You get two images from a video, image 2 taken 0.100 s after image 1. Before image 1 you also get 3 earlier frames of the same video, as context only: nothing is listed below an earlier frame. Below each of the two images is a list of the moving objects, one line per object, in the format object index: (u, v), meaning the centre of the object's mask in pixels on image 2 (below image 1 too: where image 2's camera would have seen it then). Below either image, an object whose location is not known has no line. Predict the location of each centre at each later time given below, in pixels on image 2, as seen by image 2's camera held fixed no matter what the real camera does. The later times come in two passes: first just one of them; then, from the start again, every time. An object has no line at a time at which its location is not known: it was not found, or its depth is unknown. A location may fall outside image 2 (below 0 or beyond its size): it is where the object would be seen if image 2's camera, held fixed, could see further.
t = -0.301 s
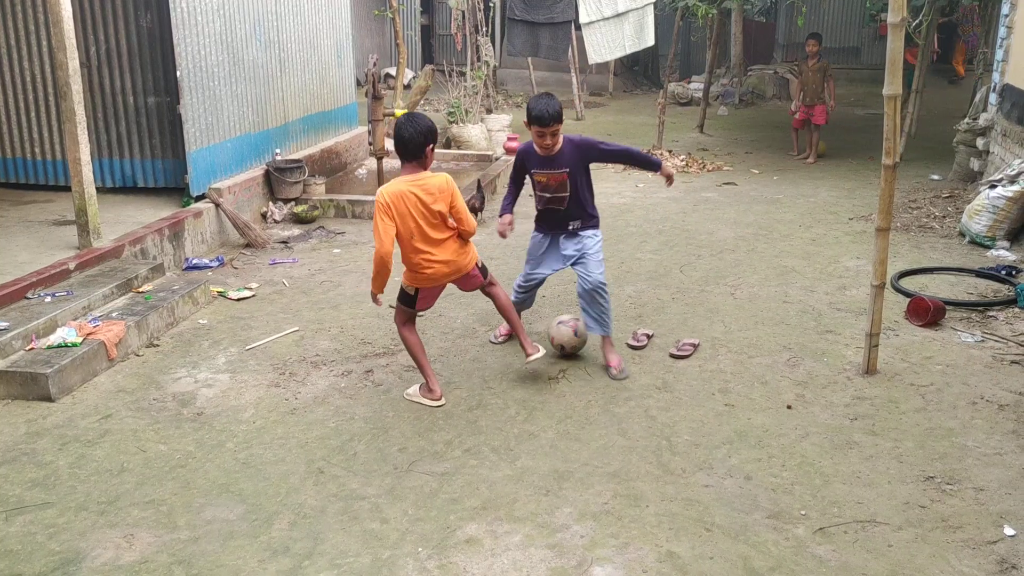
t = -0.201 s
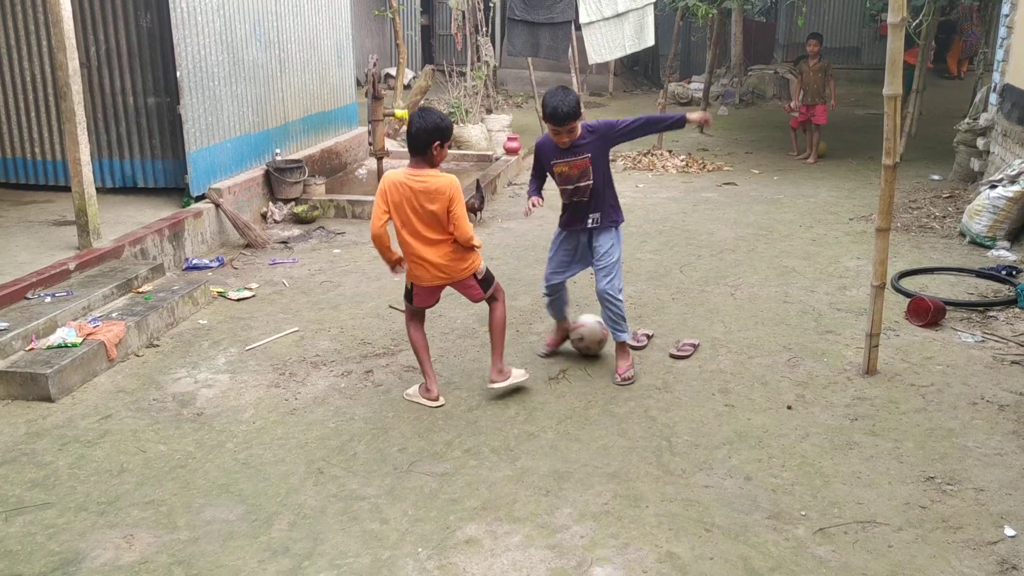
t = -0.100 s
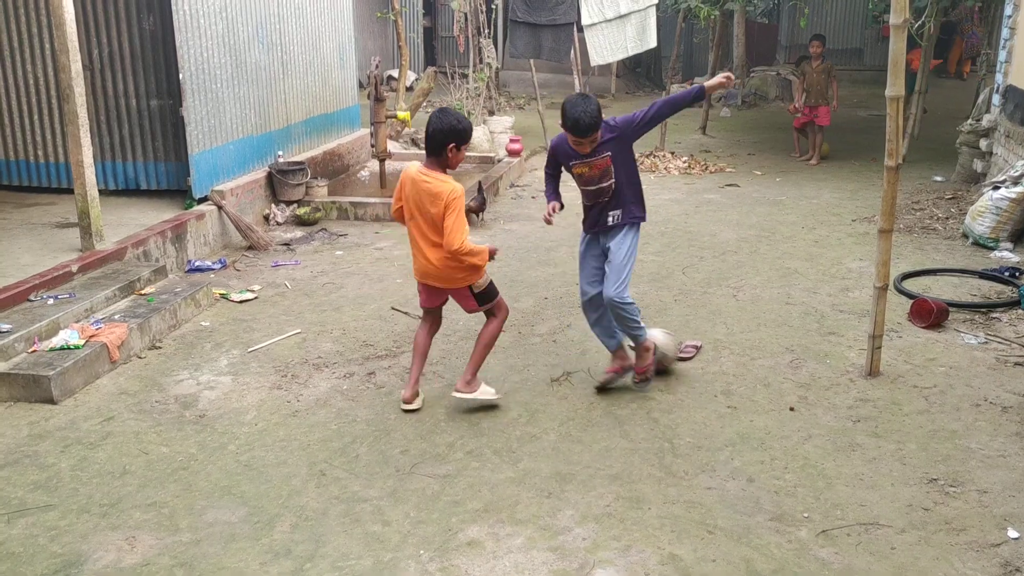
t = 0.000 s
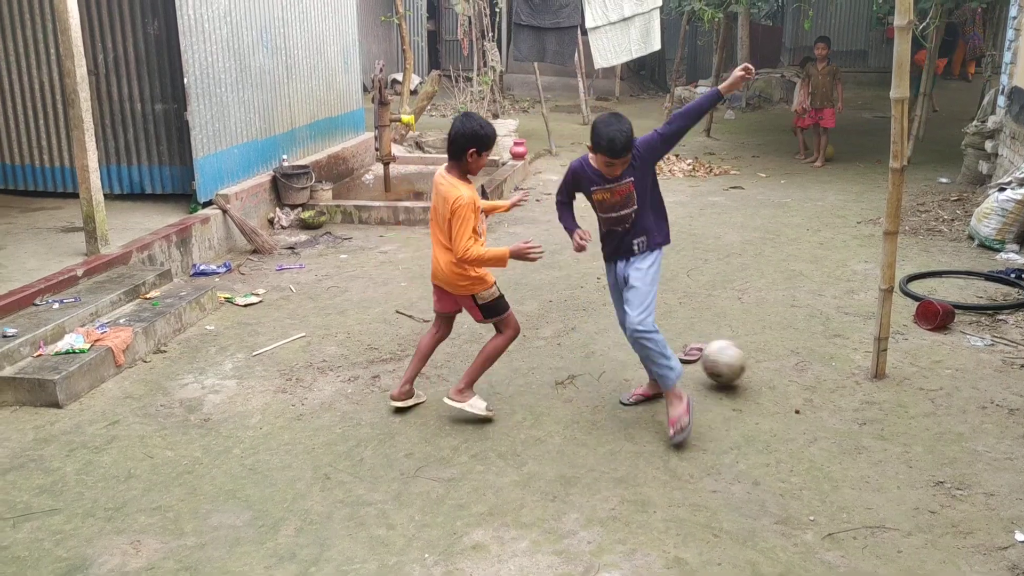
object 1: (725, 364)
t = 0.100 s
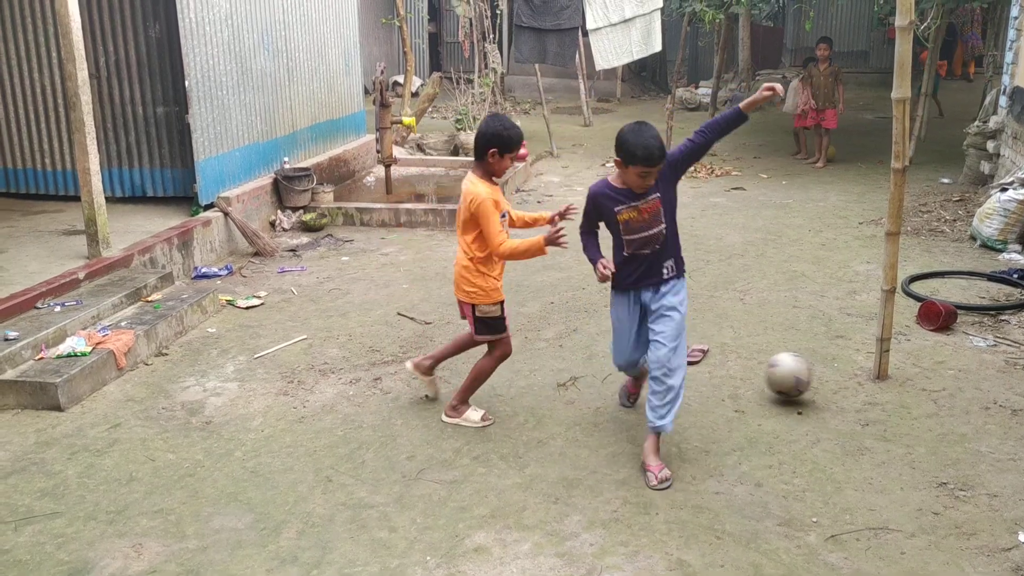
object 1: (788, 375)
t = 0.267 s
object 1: (899, 400)
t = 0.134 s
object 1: (809, 377)
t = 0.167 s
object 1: (830, 382)
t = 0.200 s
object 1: (852, 389)
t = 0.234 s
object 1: (875, 397)
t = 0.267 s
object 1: (899, 400)
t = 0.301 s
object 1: (924, 406)
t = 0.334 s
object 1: (949, 409)
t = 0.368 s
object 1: (974, 411)
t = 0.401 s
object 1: (999, 415)
